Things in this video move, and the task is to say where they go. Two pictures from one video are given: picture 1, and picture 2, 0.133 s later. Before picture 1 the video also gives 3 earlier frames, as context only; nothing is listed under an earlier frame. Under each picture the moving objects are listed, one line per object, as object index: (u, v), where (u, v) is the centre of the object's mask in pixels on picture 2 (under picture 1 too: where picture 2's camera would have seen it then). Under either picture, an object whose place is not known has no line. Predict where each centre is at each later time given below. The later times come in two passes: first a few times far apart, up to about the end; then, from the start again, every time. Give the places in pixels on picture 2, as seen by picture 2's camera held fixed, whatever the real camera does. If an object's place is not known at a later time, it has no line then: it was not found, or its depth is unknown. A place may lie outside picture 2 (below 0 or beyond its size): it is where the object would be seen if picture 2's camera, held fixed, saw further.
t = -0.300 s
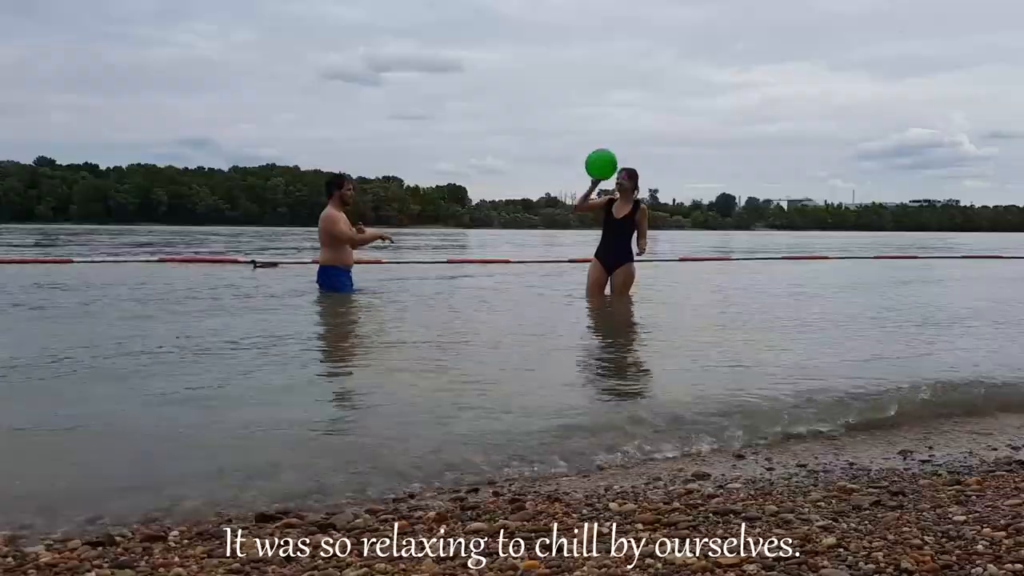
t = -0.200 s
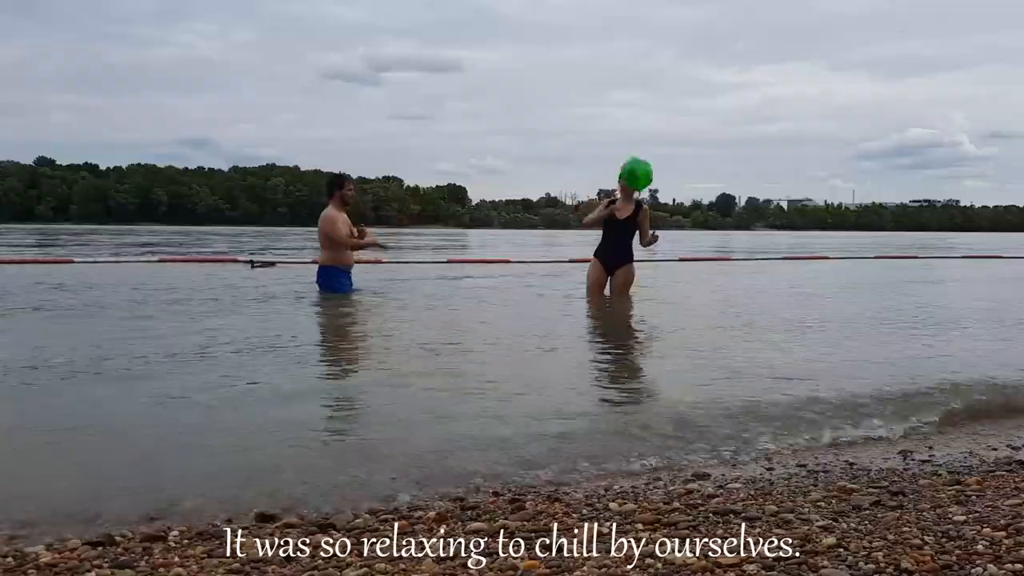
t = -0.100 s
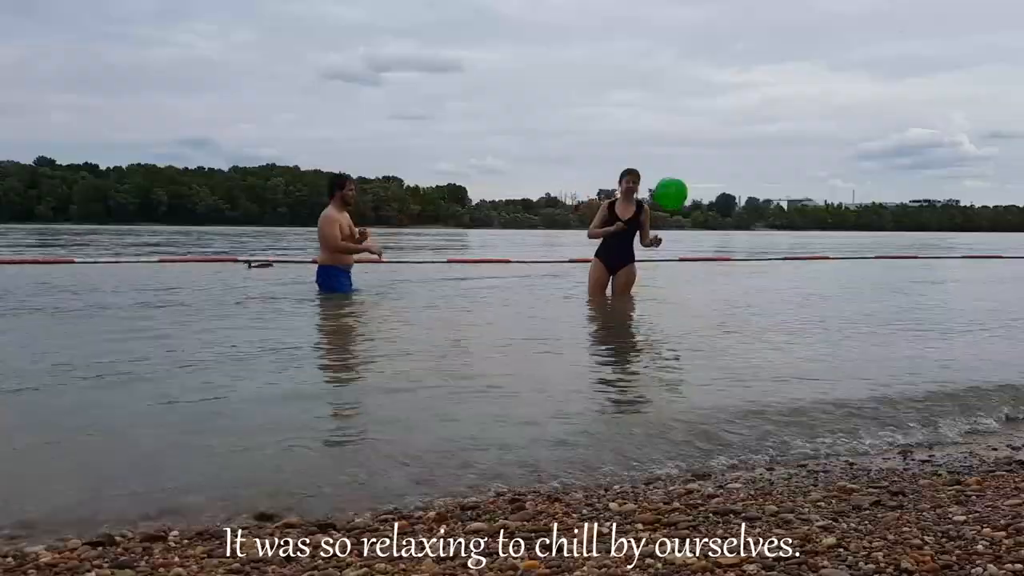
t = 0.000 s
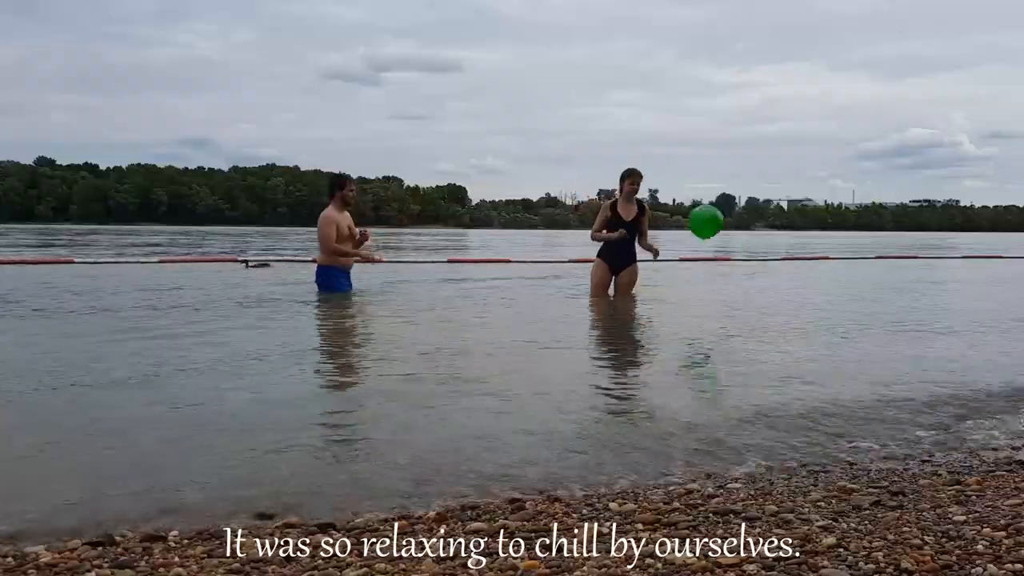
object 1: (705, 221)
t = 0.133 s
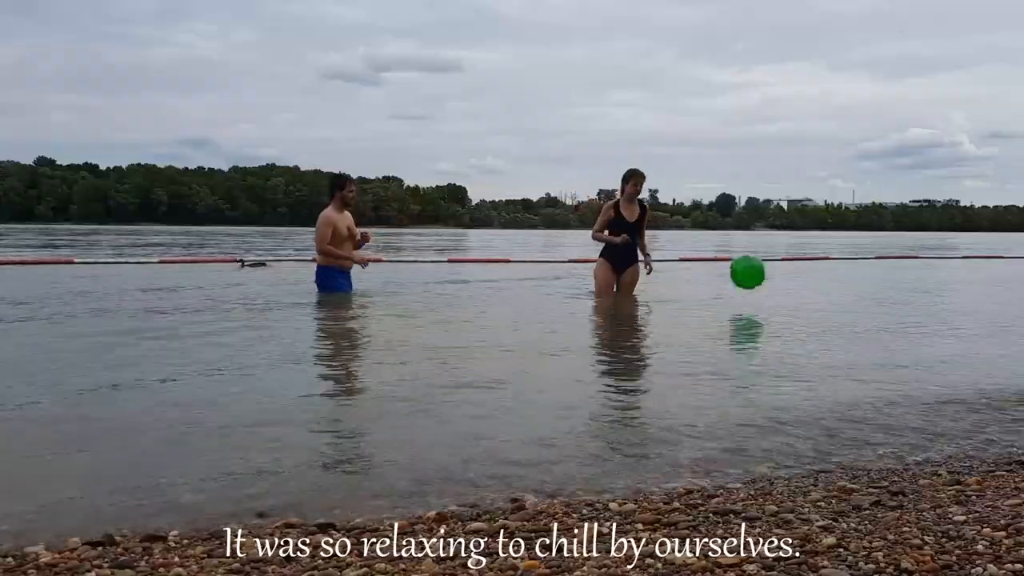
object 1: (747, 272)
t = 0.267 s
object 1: (768, 293)
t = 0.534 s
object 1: (793, 290)
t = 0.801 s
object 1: (813, 287)
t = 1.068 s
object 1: (829, 287)
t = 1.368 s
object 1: (844, 288)
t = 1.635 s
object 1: (856, 290)
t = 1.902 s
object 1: (865, 293)
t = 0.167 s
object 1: (757, 287)
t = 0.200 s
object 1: (764, 293)
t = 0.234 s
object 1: (767, 293)
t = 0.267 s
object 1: (768, 293)
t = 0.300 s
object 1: (770, 293)
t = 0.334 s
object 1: (773, 292)
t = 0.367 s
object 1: (776, 291)
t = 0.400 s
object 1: (779, 290)
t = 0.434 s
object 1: (783, 289)
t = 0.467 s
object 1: (787, 289)
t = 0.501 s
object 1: (790, 289)
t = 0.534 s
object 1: (793, 290)
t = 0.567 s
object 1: (796, 289)
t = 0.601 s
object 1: (799, 289)
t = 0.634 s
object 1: (801, 289)
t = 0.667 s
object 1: (803, 288)
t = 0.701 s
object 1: (806, 288)
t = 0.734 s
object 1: (808, 288)
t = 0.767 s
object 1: (810, 288)
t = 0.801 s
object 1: (813, 287)
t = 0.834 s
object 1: (815, 287)
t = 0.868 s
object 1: (817, 287)
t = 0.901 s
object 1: (819, 287)
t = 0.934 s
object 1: (821, 287)
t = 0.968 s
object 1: (823, 287)
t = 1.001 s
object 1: (825, 287)
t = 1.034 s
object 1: (827, 287)
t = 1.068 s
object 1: (829, 287)
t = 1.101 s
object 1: (831, 287)
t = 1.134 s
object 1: (832, 287)
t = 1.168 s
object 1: (834, 287)
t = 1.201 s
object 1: (836, 288)
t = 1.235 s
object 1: (838, 288)
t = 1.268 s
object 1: (839, 288)
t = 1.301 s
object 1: (841, 288)
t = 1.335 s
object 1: (842, 288)
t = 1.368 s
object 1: (844, 288)
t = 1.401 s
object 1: (846, 288)
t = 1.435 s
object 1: (847, 289)
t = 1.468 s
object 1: (848, 289)
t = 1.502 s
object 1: (850, 289)
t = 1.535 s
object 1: (852, 289)
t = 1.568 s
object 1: (853, 289)
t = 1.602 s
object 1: (854, 289)
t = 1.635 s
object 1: (856, 290)
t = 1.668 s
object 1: (857, 290)
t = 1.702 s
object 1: (858, 290)
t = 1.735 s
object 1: (860, 291)
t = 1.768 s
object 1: (861, 291)
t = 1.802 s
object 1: (862, 292)
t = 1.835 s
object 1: (863, 292)
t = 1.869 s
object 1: (864, 292)
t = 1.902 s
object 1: (865, 293)
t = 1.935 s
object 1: (866, 293)
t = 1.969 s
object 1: (866, 294)
